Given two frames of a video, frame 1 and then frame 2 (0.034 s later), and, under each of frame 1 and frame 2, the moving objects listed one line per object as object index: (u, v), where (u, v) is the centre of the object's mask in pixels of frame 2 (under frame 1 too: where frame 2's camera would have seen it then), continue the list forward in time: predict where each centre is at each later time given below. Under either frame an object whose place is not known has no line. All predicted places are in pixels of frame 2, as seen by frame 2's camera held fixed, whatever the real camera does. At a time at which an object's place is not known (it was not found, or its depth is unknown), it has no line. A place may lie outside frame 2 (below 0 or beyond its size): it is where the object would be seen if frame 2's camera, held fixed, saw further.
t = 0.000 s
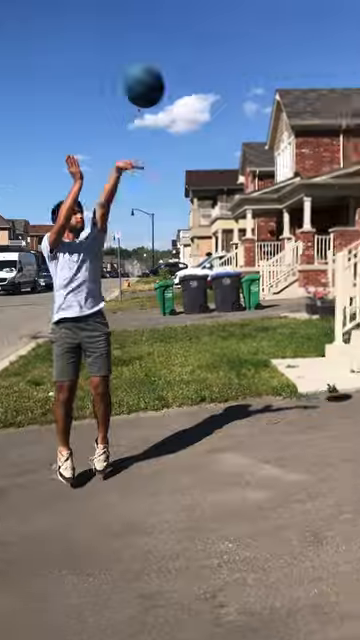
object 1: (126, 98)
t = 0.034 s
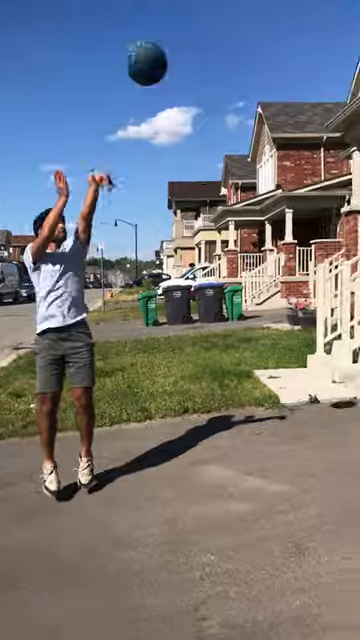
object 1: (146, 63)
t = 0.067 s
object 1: (167, 27)
